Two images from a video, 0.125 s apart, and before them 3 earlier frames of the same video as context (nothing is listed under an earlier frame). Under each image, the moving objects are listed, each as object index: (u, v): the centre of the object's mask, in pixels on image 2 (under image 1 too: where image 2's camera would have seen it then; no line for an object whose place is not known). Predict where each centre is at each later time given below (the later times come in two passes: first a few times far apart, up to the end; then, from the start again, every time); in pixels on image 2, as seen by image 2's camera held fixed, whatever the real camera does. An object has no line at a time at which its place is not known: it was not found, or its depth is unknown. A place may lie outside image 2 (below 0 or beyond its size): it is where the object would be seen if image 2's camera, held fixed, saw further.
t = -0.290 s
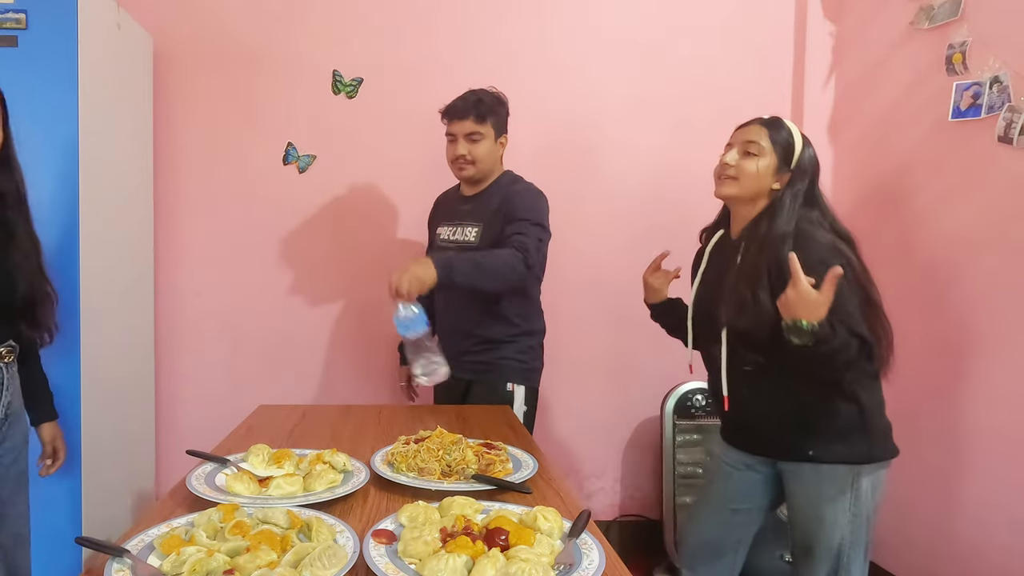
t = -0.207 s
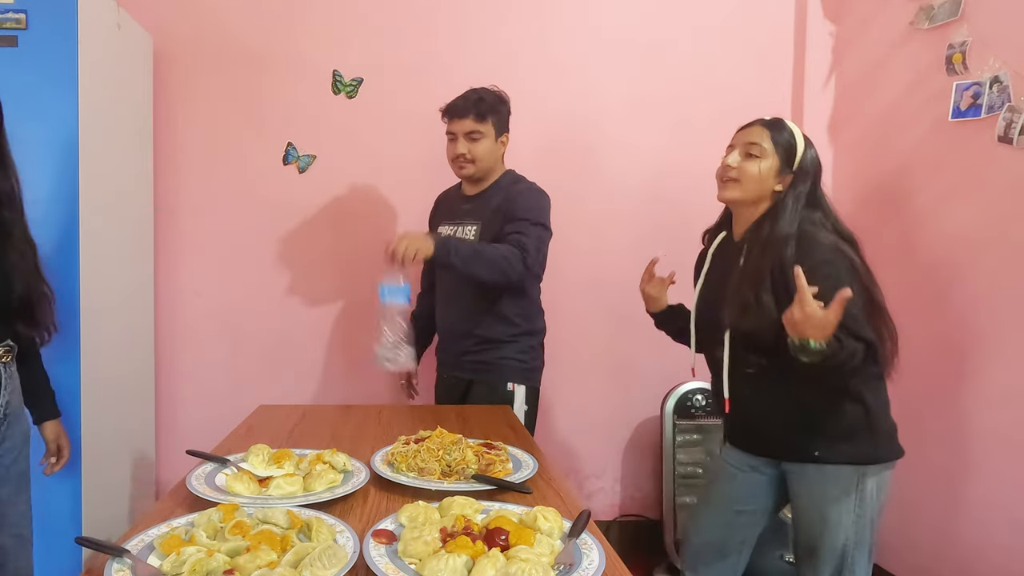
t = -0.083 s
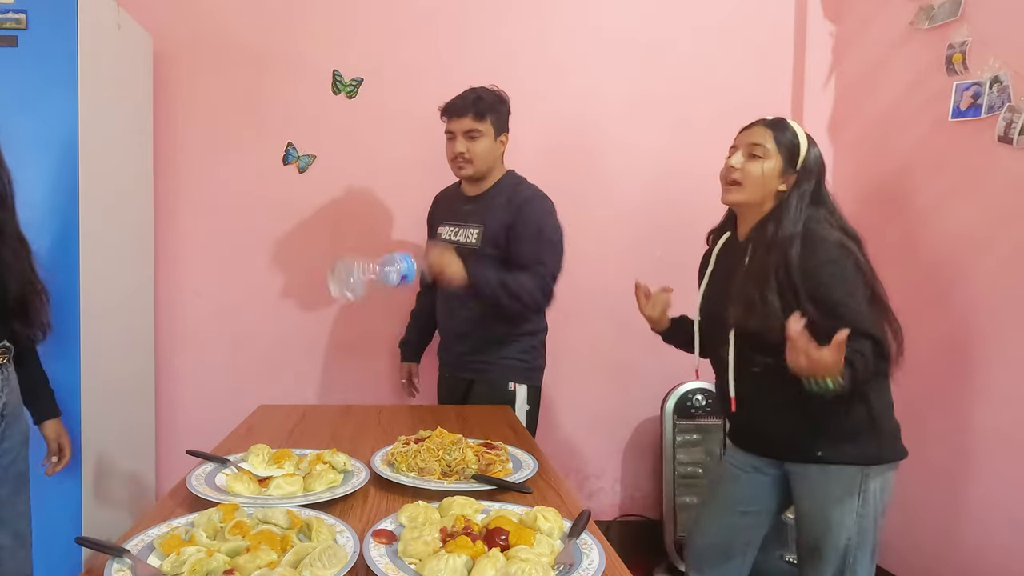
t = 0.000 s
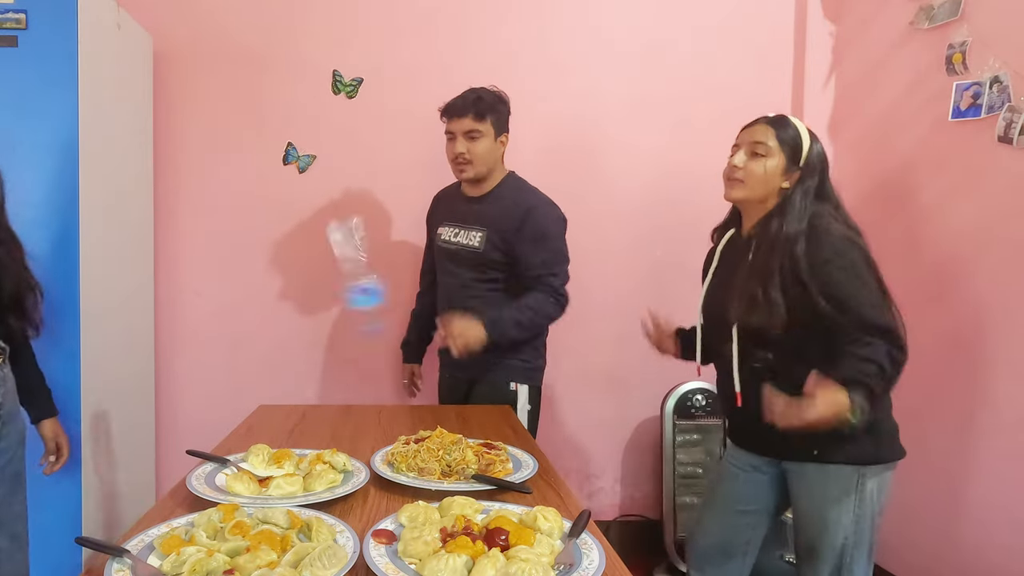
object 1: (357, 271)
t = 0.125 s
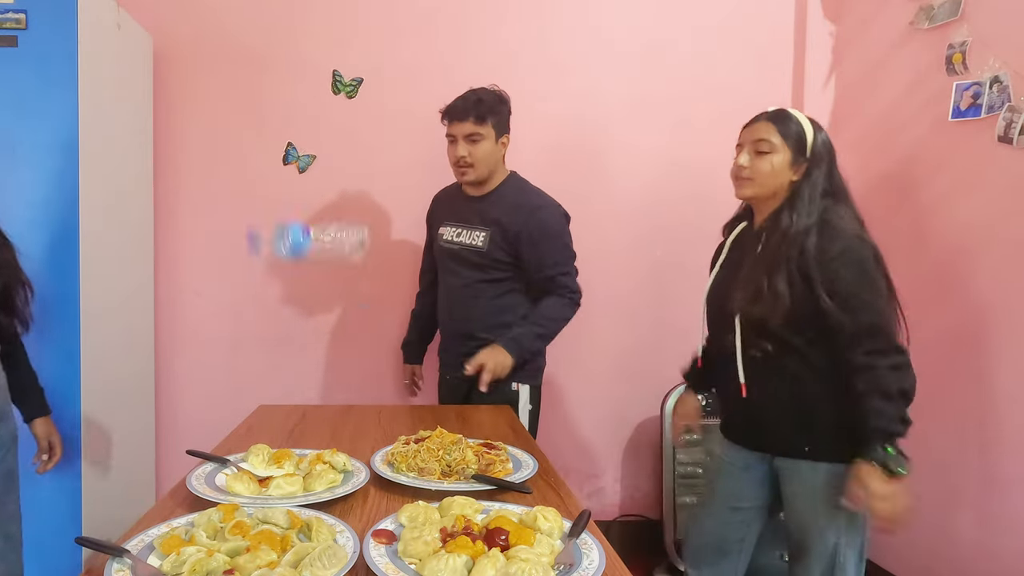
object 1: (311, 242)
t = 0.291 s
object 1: (338, 329)
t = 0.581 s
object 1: (351, 406)
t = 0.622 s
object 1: (351, 406)
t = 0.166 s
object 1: (315, 242)
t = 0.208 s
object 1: (324, 257)
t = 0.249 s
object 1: (331, 286)
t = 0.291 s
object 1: (338, 329)
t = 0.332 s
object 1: (340, 370)
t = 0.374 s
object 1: (345, 376)
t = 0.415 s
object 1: (348, 390)
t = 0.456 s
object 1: (351, 404)
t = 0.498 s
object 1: (351, 405)
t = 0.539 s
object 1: (351, 406)
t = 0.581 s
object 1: (351, 406)
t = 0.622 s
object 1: (351, 406)
